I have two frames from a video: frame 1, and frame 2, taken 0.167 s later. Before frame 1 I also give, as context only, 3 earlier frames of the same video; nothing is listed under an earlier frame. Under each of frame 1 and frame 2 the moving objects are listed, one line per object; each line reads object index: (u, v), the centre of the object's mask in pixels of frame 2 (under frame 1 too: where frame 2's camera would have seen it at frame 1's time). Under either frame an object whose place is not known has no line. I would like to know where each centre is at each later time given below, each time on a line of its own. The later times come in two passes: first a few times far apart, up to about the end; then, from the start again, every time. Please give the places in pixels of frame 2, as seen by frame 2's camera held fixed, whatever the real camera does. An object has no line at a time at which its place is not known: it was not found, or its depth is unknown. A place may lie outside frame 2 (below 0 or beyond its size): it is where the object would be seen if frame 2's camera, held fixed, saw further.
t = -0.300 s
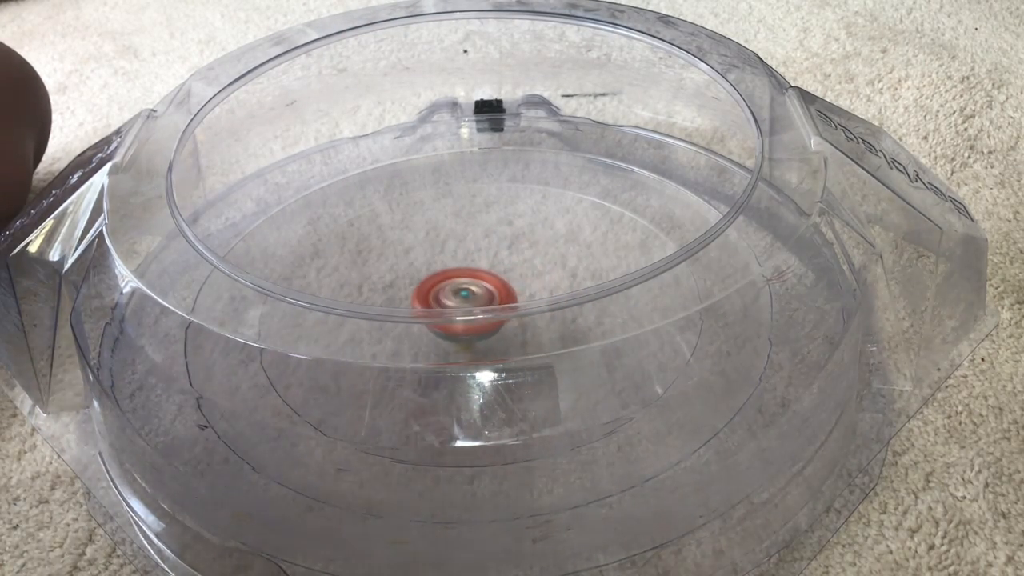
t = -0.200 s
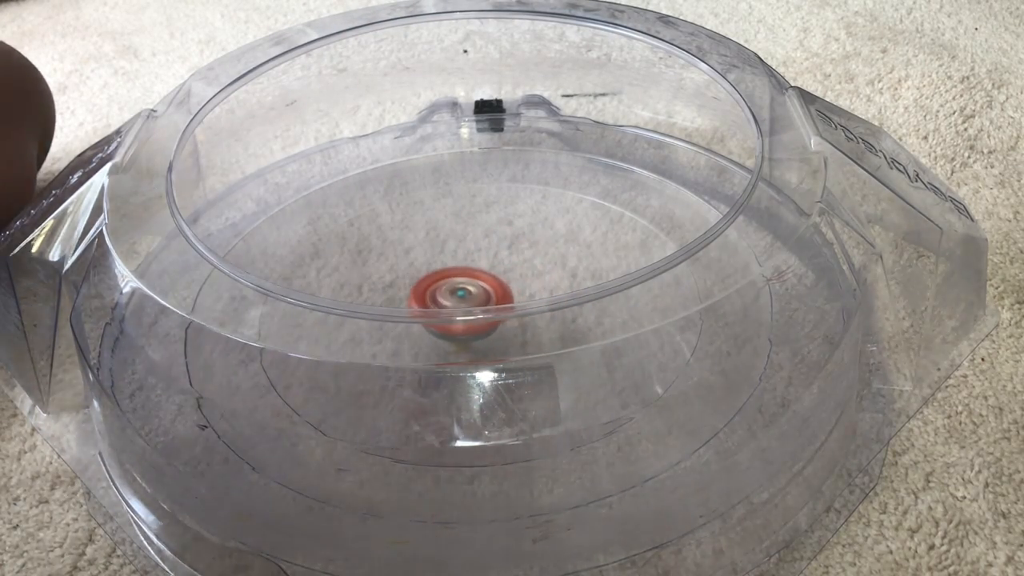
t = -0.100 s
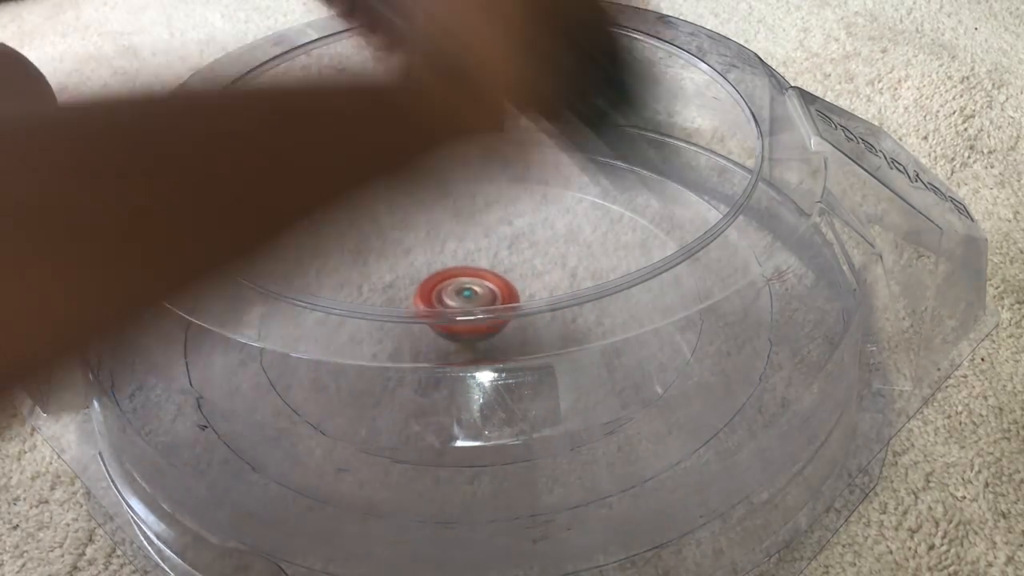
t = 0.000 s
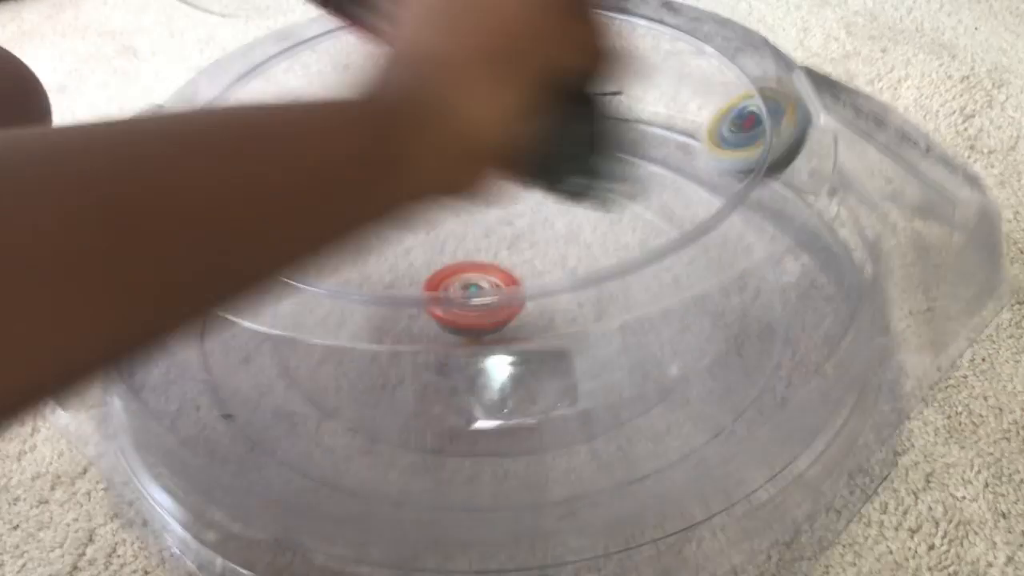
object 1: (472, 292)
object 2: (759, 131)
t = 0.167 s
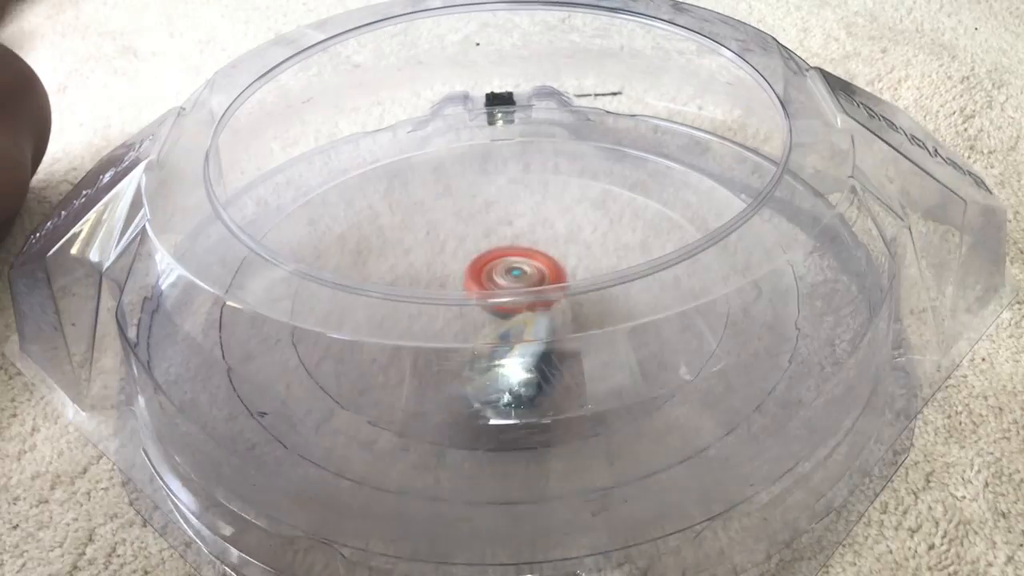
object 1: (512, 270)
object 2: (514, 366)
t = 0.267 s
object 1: (527, 263)
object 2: (348, 388)
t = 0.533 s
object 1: (474, 261)
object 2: (295, 351)
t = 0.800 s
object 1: (546, 264)
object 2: (447, 339)
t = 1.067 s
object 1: (582, 220)
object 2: (530, 304)
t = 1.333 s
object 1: (506, 195)
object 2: (479, 307)
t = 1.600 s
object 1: (479, 238)
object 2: (505, 320)
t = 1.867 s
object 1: (509, 254)
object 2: (585, 376)
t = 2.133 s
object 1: (568, 254)
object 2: (526, 334)
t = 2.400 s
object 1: (586, 225)
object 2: (456, 242)
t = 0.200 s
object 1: (520, 268)
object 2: (457, 379)
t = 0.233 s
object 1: (524, 266)
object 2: (401, 385)
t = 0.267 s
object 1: (527, 263)
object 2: (348, 388)
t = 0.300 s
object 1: (527, 262)
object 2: (301, 398)
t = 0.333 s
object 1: (523, 259)
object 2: (257, 398)
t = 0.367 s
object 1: (518, 258)
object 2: (229, 401)
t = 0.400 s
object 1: (511, 257)
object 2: (234, 391)
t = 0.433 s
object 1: (501, 257)
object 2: (246, 379)
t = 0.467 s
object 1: (491, 258)
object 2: (262, 372)
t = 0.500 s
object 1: (481, 259)
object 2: (280, 361)
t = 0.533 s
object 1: (474, 261)
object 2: (295, 351)
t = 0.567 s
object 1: (469, 263)
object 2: (309, 345)
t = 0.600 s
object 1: (468, 266)
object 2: (326, 345)
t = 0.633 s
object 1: (470, 268)
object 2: (348, 343)
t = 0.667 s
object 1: (475, 270)
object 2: (373, 344)
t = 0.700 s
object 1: (482, 272)
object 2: (404, 343)
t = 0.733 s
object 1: (495, 279)
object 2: (427, 342)
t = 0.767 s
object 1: (518, 269)
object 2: (440, 340)
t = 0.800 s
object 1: (546, 264)
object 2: (447, 339)
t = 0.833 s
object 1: (568, 257)
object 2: (459, 336)
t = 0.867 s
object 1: (585, 251)
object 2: (467, 334)
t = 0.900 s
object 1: (597, 245)
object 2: (481, 331)
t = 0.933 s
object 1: (603, 239)
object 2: (496, 322)
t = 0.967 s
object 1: (604, 233)
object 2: (508, 315)
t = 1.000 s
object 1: (600, 227)
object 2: (521, 312)
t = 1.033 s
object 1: (592, 223)
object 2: (525, 308)
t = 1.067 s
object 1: (582, 220)
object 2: (530, 304)
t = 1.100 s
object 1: (570, 218)
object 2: (527, 300)
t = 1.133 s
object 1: (556, 217)
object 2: (525, 296)
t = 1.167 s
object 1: (540, 219)
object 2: (522, 294)
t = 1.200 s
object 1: (526, 221)
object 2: (519, 294)
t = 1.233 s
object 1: (518, 218)
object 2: (511, 301)
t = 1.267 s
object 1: (516, 206)
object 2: (496, 302)
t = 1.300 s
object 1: (512, 199)
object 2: (483, 308)
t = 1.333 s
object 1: (506, 195)
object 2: (479, 307)
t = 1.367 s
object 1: (500, 193)
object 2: (474, 305)
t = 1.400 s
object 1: (494, 194)
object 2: (473, 305)
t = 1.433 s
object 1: (487, 198)
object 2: (477, 302)
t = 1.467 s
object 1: (482, 205)
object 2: (483, 299)
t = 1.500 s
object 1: (479, 214)
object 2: (489, 300)
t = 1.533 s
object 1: (476, 224)
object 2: (498, 301)
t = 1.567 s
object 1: (475, 234)
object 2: (502, 302)
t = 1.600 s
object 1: (479, 238)
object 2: (505, 320)
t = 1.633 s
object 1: (482, 233)
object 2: (515, 337)
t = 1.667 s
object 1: (486, 231)
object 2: (527, 353)
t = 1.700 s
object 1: (489, 232)
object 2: (540, 357)
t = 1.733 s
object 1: (492, 235)
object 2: (554, 367)
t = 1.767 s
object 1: (495, 240)
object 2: (570, 370)
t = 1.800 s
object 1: (499, 245)
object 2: (580, 373)
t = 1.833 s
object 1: (503, 250)
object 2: (586, 374)
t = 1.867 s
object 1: (509, 254)
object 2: (585, 376)
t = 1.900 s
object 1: (516, 257)
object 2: (590, 375)
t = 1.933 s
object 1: (523, 258)
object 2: (587, 370)
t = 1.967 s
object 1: (531, 260)
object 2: (578, 364)
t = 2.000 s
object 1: (538, 260)
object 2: (574, 360)
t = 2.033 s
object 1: (545, 260)
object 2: (564, 355)
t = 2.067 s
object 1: (551, 260)
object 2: (552, 349)
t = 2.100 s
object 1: (558, 259)
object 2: (541, 346)
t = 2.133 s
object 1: (568, 254)
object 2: (526, 334)
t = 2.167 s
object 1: (576, 249)
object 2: (509, 325)
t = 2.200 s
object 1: (583, 244)
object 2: (497, 311)
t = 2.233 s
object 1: (589, 239)
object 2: (492, 305)
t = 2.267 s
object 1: (592, 233)
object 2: (477, 272)
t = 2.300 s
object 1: (593, 229)
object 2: (470, 265)
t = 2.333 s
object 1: (592, 226)
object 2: (466, 259)
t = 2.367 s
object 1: (590, 225)
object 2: (460, 249)
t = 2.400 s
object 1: (586, 225)
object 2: (456, 242)
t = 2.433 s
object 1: (581, 227)
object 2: (452, 235)
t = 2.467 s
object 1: (574, 230)
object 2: (454, 231)
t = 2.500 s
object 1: (566, 234)
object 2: (457, 230)
